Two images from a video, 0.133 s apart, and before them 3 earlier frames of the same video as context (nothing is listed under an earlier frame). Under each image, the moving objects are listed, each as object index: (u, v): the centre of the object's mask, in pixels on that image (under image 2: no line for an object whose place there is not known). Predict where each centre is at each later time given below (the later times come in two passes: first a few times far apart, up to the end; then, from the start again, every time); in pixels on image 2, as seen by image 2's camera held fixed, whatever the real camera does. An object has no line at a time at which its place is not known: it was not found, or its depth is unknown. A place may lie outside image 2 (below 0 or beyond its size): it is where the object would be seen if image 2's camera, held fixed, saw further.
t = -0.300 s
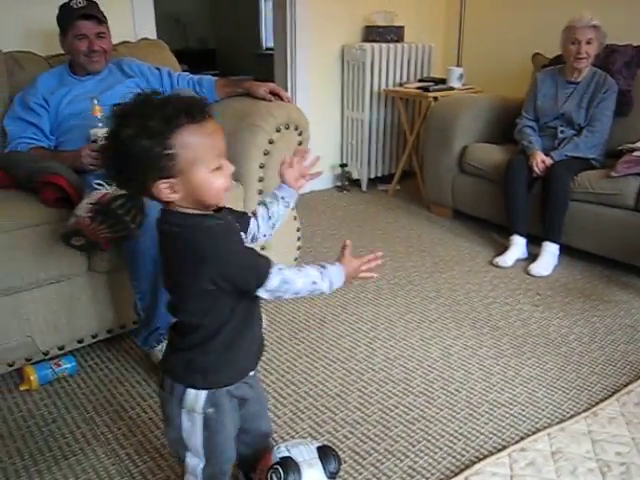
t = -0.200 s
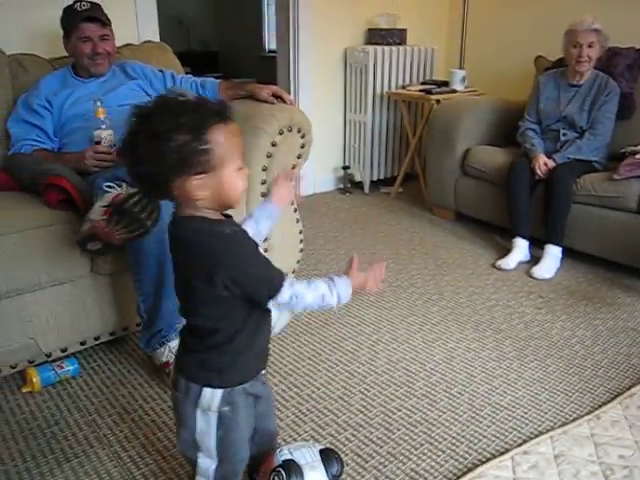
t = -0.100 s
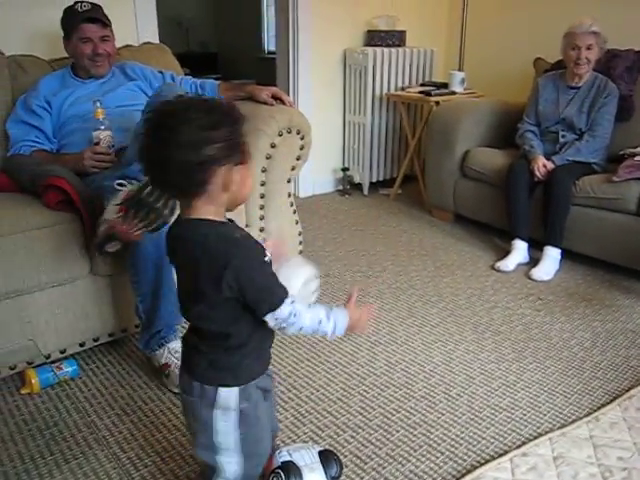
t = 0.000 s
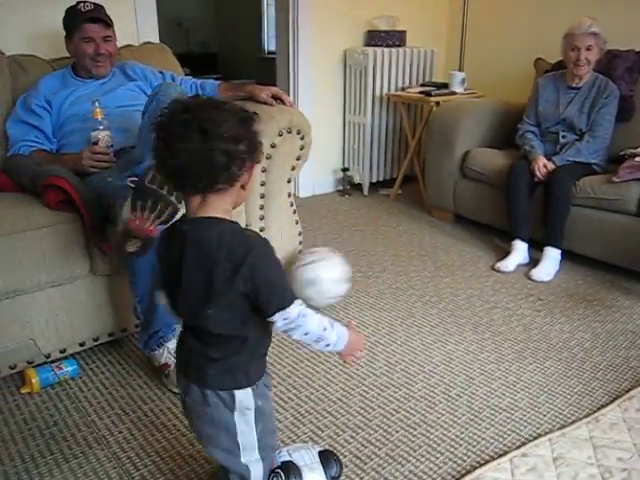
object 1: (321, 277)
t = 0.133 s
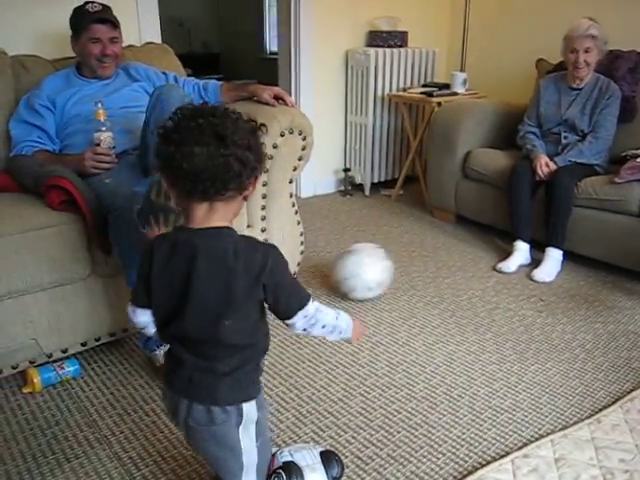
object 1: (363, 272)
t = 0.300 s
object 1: (409, 264)
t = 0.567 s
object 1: (473, 253)
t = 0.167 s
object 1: (372, 270)
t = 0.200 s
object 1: (382, 269)
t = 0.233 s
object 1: (392, 268)
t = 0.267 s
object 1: (401, 266)
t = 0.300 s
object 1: (409, 264)
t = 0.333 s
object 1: (417, 263)
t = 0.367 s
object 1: (425, 261)
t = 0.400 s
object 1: (435, 260)
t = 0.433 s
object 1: (444, 259)
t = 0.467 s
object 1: (451, 257)
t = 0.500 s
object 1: (458, 256)
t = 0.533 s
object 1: (466, 255)
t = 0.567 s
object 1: (473, 253)
